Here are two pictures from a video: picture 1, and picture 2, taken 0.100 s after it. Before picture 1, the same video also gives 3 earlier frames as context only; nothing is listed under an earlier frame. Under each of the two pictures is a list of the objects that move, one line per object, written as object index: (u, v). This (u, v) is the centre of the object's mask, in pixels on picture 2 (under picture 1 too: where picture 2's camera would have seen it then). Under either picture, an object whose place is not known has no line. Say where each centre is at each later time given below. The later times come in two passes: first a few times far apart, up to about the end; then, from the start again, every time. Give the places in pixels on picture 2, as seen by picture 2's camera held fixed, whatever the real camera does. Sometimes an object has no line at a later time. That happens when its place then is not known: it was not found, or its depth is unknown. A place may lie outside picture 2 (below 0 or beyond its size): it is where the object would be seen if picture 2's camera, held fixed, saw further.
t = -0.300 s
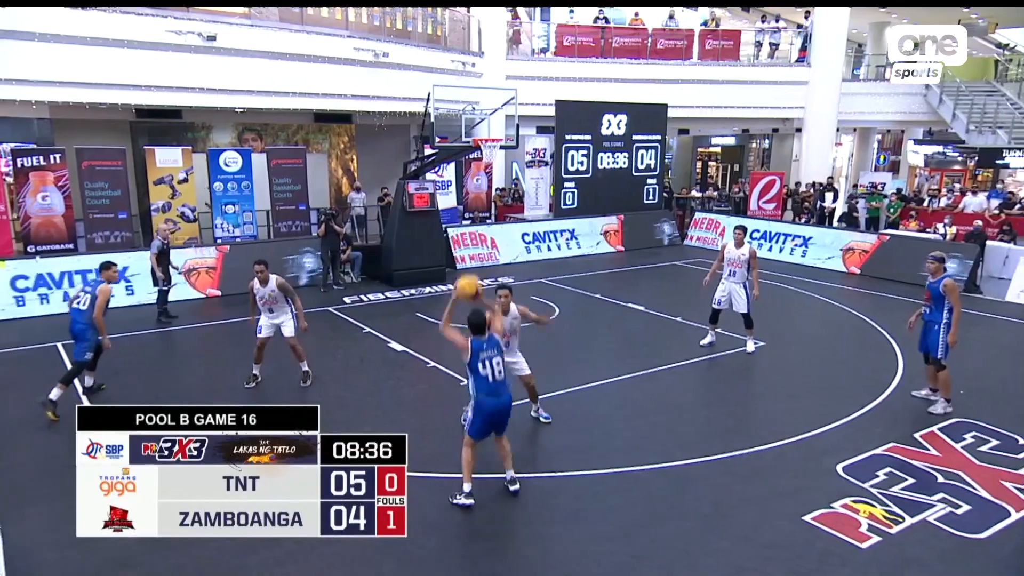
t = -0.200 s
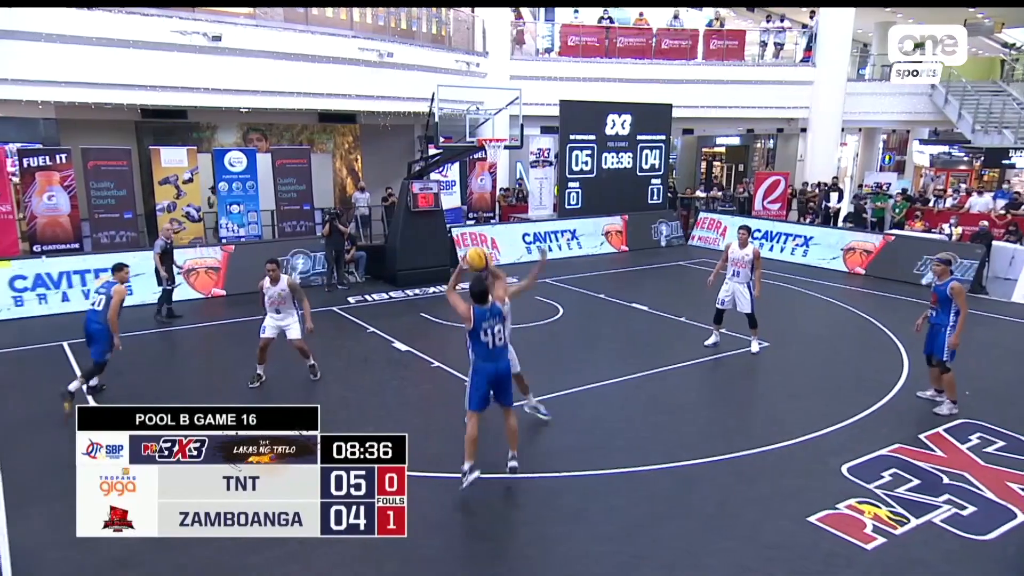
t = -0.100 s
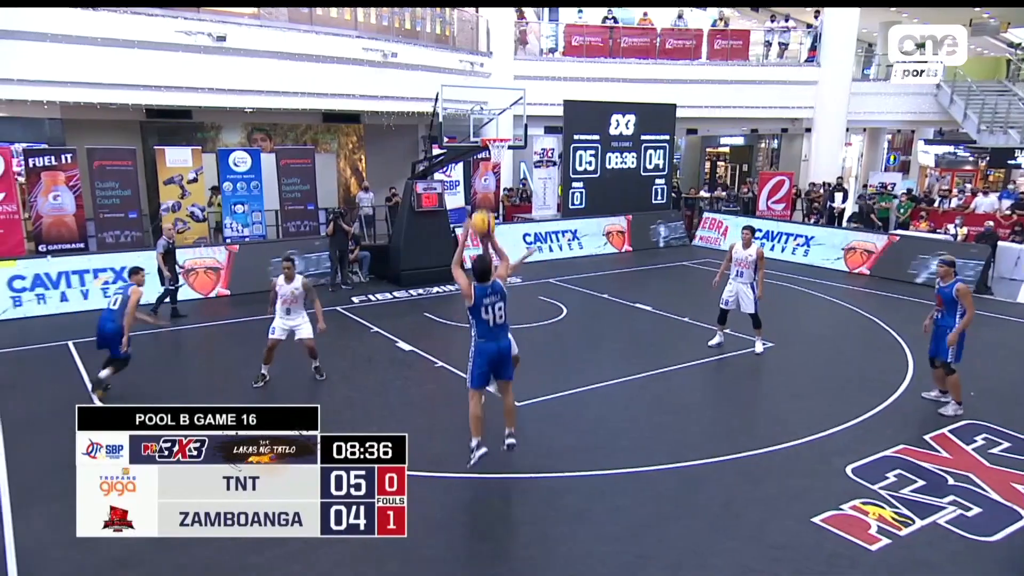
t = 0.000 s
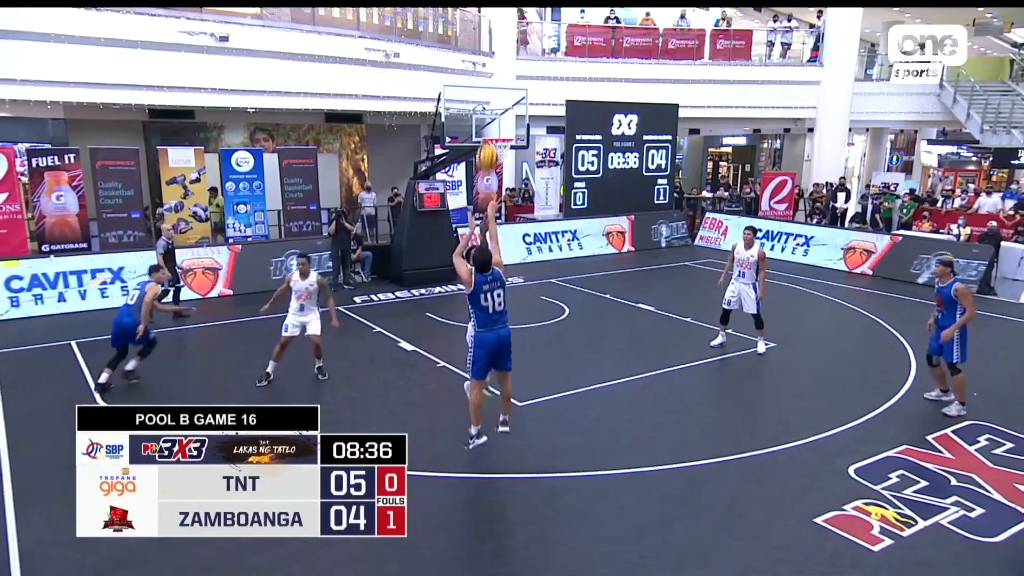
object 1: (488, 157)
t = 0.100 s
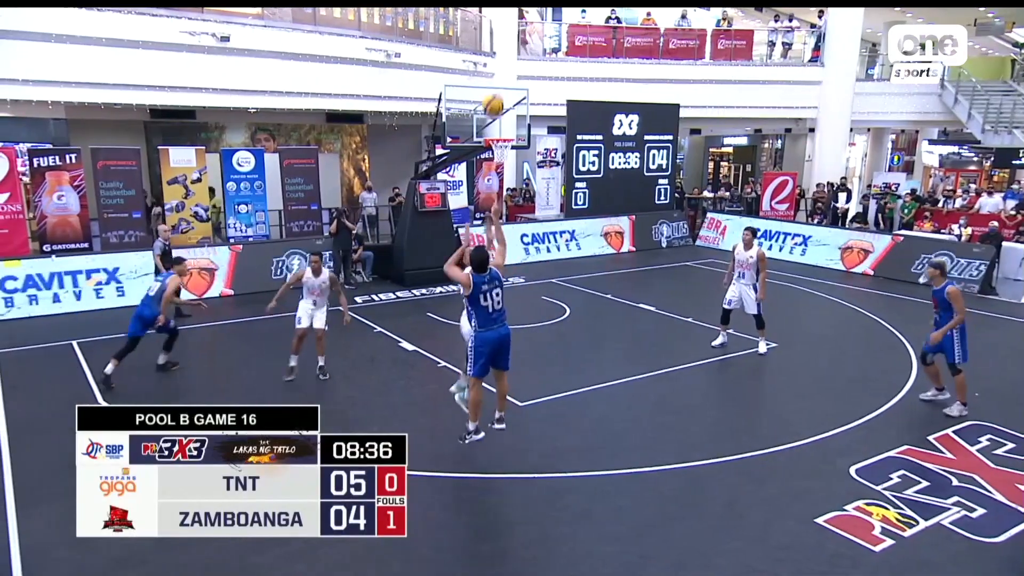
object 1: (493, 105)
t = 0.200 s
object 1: (495, 68)
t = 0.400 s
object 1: (499, 31)
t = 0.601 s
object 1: (501, 32)
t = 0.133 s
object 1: (494, 91)
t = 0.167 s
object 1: (495, 79)
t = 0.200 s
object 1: (495, 68)
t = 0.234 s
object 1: (496, 58)
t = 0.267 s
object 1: (497, 50)
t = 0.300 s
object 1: (498, 43)
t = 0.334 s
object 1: (498, 38)
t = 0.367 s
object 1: (499, 34)
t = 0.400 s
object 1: (499, 31)
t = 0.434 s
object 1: (500, 29)
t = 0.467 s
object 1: (500, 28)
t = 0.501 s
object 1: (500, 29)
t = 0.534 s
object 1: (500, 29)
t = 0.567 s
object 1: (501, 31)
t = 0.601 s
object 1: (501, 32)
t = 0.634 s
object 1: (501, 35)
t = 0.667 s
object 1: (502, 38)
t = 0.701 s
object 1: (503, 42)
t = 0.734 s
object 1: (503, 47)
